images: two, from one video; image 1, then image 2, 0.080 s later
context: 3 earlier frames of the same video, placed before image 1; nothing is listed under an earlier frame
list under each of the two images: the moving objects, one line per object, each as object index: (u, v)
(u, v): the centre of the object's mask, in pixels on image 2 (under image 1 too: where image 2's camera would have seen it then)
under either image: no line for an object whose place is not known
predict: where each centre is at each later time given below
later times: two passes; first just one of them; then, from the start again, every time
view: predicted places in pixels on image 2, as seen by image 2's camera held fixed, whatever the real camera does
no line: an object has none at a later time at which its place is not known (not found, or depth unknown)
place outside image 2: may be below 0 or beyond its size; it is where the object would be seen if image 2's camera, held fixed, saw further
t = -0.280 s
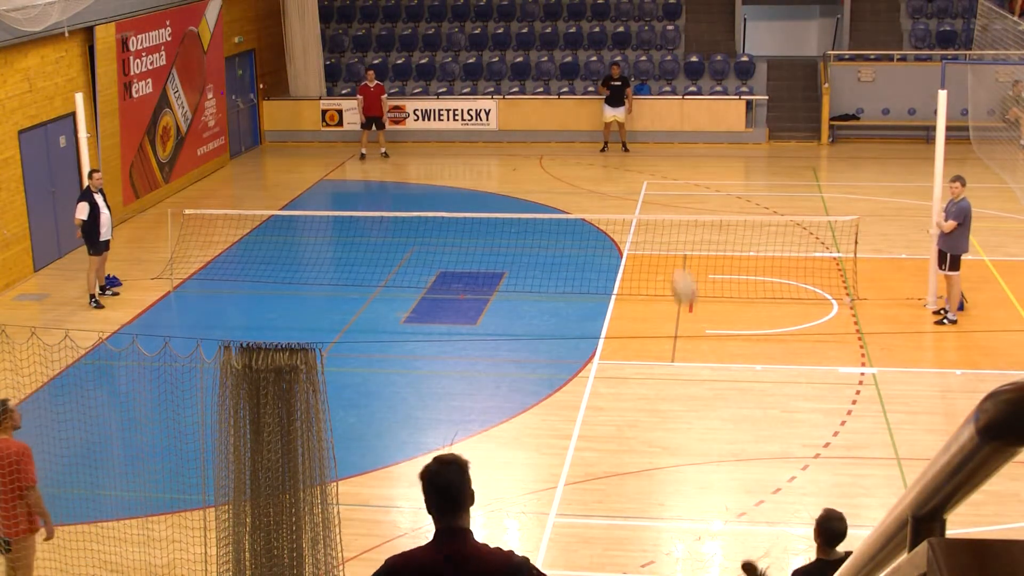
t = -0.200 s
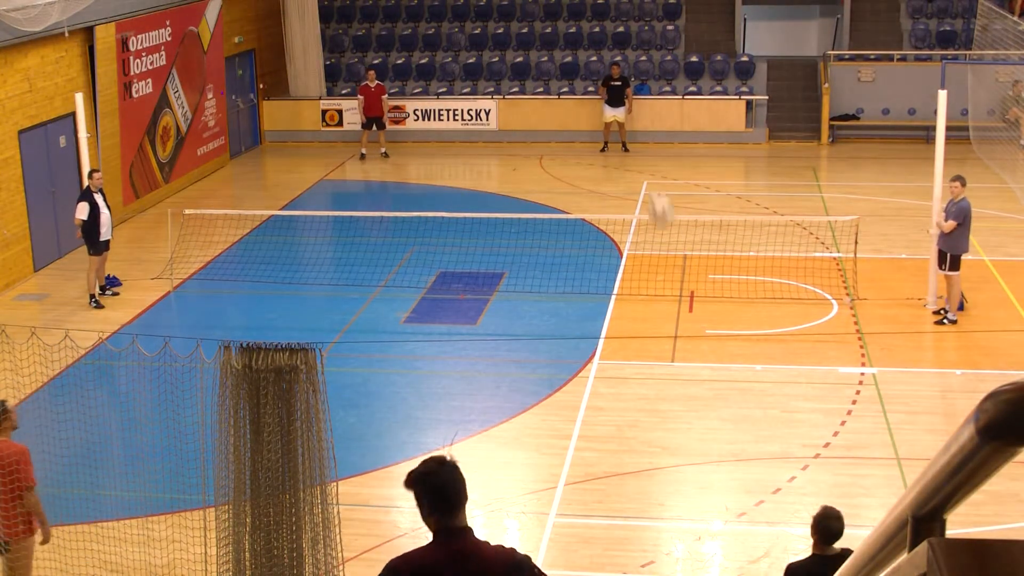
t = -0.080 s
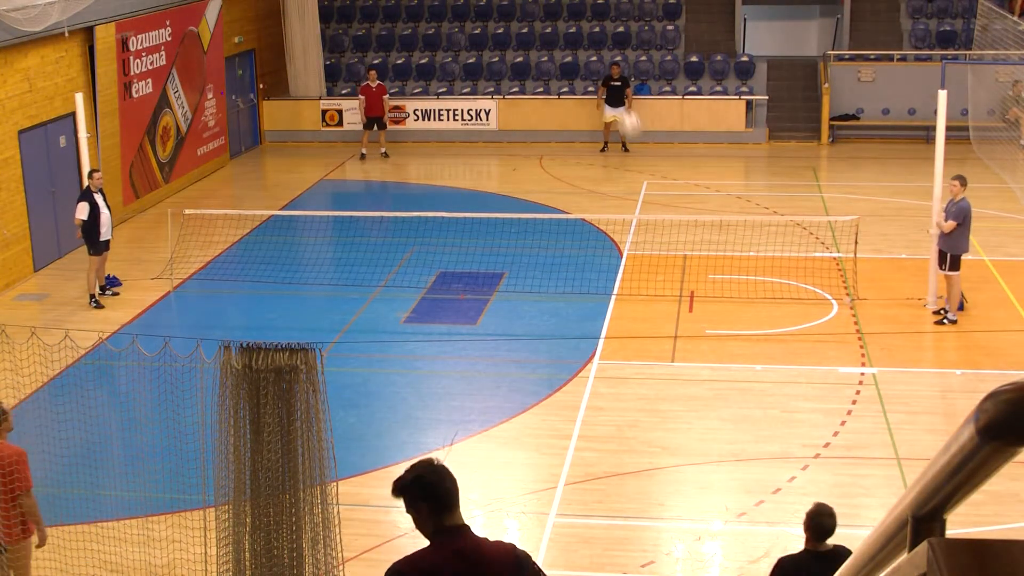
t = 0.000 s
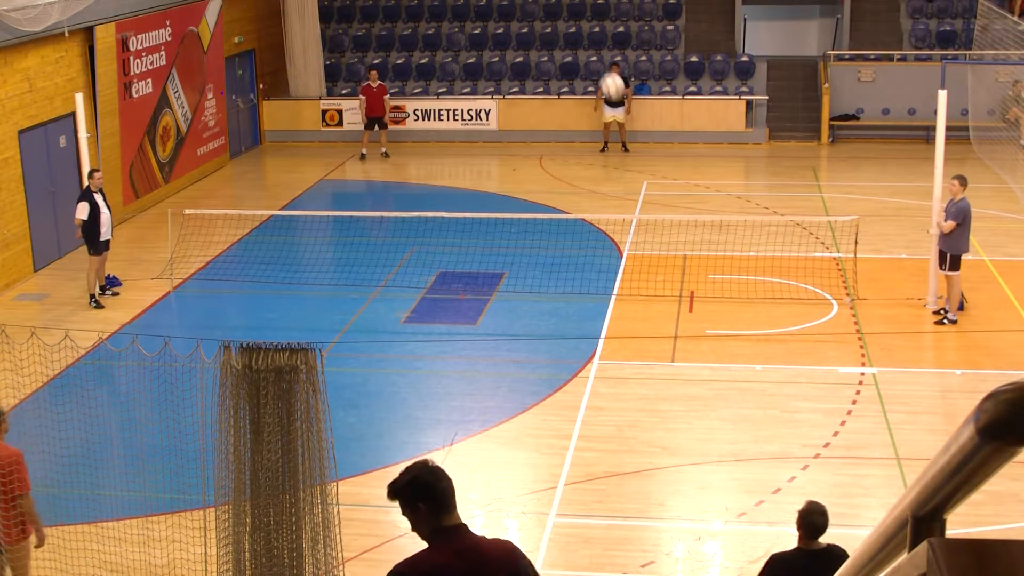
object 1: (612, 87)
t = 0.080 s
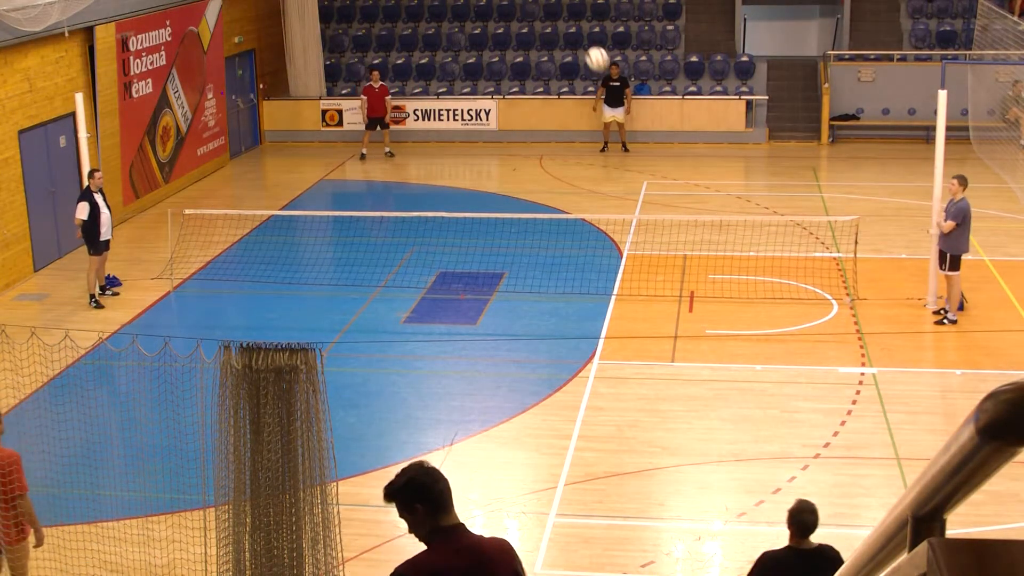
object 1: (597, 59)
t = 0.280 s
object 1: (566, 31)
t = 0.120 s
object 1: (590, 49)
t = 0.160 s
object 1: (583, 41)
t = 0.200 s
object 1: (577, 36)
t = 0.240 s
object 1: (571, 32)
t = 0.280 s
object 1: (566, 31)
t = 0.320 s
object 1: (561, 31)
